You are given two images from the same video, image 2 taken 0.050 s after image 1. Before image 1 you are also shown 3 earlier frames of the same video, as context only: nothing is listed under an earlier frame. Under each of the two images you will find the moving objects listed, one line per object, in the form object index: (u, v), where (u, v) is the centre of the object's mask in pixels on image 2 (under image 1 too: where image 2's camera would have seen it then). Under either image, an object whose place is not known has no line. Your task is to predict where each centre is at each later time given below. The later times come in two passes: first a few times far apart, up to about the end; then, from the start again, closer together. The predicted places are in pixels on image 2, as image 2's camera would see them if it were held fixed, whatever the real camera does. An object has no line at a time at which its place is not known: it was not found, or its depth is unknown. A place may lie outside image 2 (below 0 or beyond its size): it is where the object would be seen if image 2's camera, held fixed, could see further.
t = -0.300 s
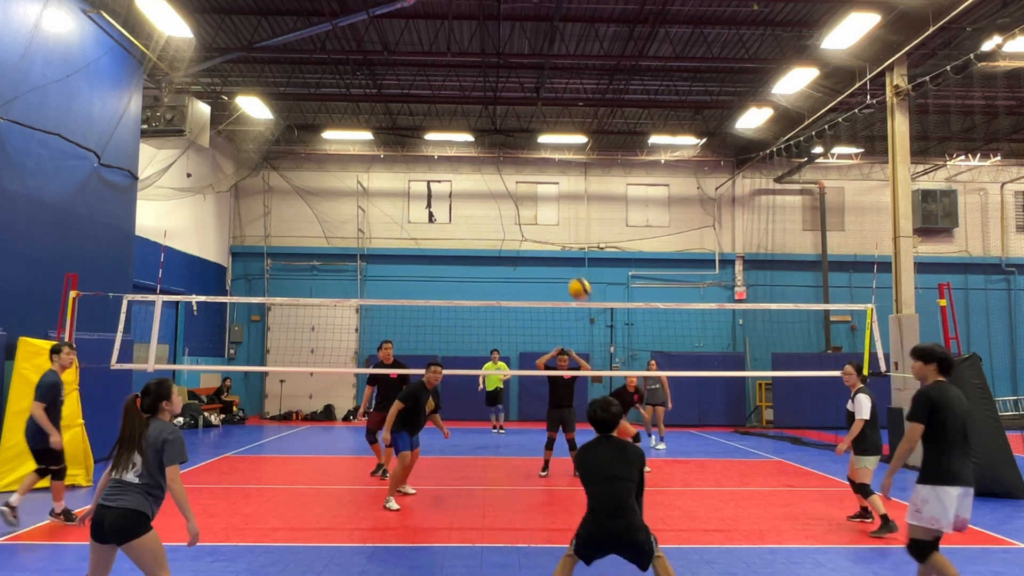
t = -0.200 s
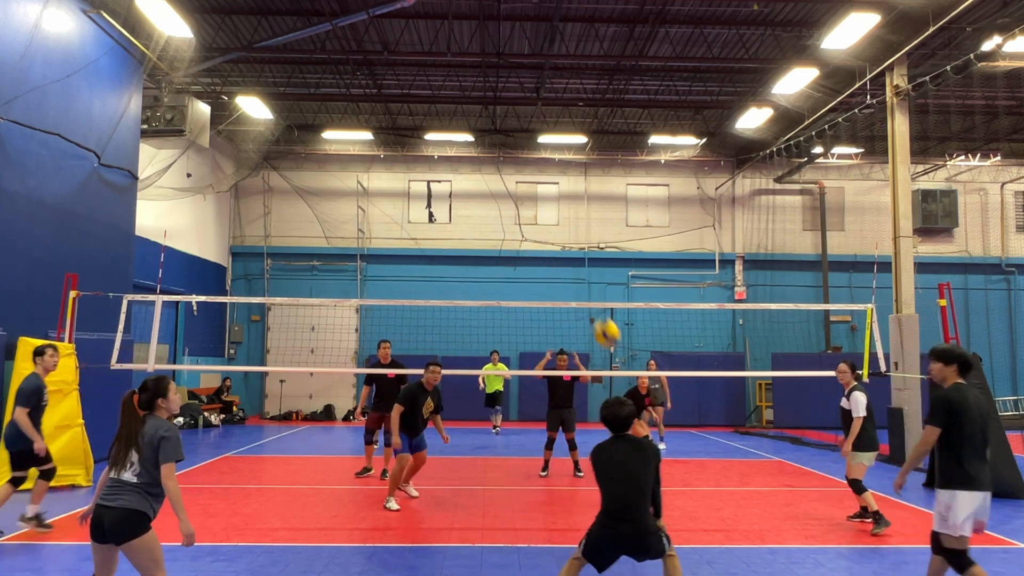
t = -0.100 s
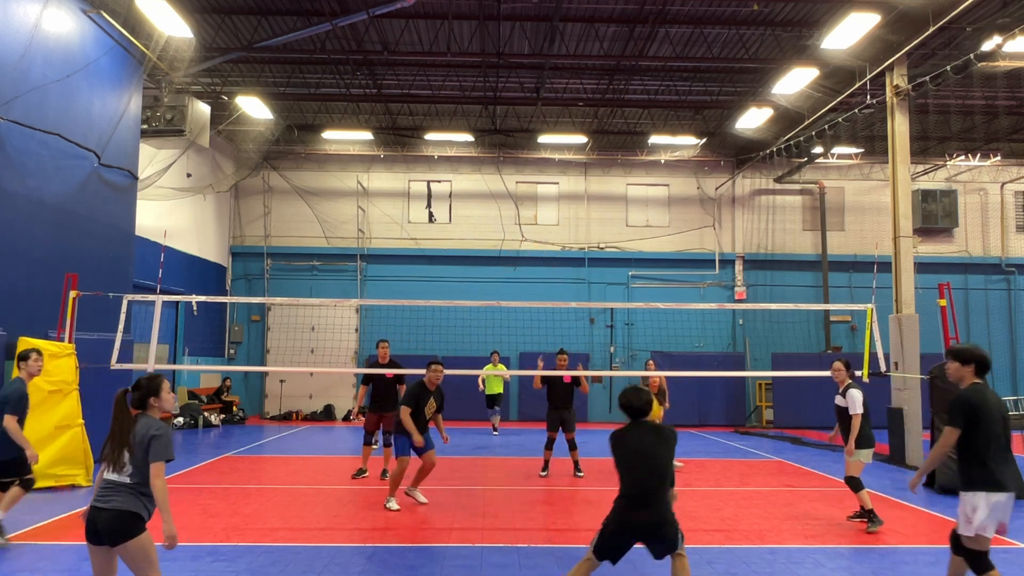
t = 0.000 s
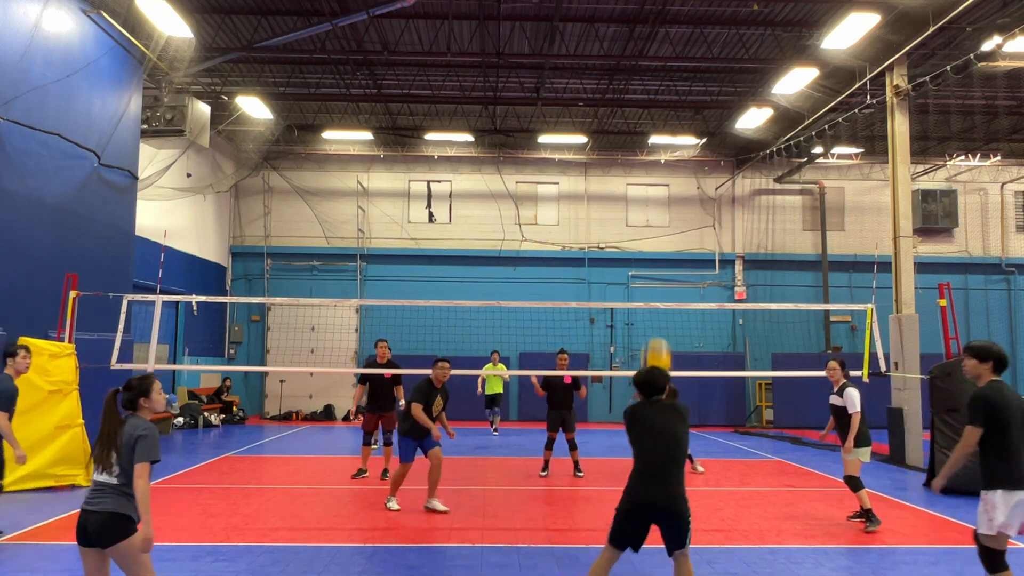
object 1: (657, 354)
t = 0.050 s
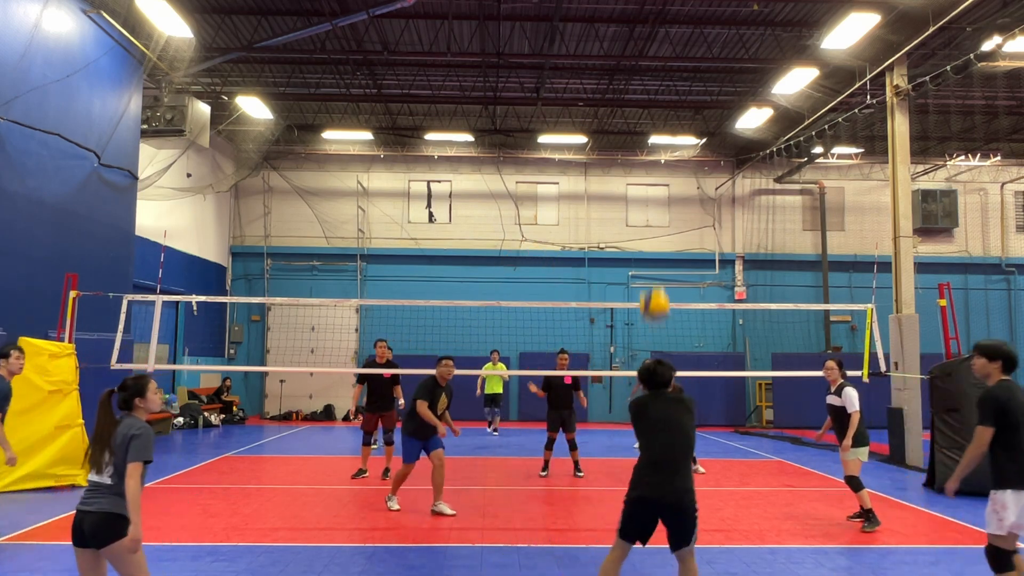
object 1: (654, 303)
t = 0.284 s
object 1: (644, 127)
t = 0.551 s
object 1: (638, 42)
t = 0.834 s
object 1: (633, 41)
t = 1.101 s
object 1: (629, 105)
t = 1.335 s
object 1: (625, 202)
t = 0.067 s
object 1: (653, 287)
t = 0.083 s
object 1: (653, 271)
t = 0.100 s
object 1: (652, 256)
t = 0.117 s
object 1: (651, 241)
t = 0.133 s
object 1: (651, 227)
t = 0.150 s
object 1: (650, 215)
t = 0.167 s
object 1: (649, 201)
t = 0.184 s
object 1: (648, 189)
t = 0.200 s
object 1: (648, 176)
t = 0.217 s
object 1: (647, 166)
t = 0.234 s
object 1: (646, 157)
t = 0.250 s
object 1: (645, 145)
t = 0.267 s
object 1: (645, 137)
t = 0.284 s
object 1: (644, 127)
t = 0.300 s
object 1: (644, 120)
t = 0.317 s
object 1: (644, 112)
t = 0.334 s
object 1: (644, 104)
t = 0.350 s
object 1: (643, 97)
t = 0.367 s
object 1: (643, 91)
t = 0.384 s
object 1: (642, 84)
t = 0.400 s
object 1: (642, 78)
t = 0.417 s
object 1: (642, 73)
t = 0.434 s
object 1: (641, 68)
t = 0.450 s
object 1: (641, 63)
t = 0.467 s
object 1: (640, 59)
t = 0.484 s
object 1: (640, 54)
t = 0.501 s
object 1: (640, 51)
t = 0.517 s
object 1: (639, 48)
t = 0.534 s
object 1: (639, 45)
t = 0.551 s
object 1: (638, 42)
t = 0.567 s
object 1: (638, 39)
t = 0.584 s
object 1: (638, 37)
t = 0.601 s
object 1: (638, 36)
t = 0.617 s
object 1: (637, 35)
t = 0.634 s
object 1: (637, 33)
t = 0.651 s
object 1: (636, 32)
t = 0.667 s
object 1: (636, 32)
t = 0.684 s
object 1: (636, 31)
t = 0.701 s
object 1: (636, 32)
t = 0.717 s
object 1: (635, 32)
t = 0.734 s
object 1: (635, 32)
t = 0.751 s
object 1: (634, 33)
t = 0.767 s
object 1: (634, 34)
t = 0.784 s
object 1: (634, 36)
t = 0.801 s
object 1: (634, 37)
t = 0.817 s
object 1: (633, 39)
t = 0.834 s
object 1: (633, 41)
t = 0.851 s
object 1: (633, 43)
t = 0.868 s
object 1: (633, 46)
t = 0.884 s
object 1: (632, 49)
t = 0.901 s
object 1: (632, 52)
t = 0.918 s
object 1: (632, 55)
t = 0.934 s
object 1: (631, 58)
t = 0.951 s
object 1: (631, 62)
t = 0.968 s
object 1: (631, 66)
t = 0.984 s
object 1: (631, 70)
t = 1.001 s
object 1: (630, 74)
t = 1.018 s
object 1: (630, 79)
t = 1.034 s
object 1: (630, 83)
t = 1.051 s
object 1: (630, 89)
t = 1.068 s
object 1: (629, 94)
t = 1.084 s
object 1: (629, 99)
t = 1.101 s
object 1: (629, 105)
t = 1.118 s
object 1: (629, 111)
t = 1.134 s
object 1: (629, 117)
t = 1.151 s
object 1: (628, 122)
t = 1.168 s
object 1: (628, 129)
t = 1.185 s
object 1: (628, 136)
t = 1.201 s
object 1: (628, 142)
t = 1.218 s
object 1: (628, 148)
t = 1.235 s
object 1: (627, 155)
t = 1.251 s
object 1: (627, 163)
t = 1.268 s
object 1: (626, 170)
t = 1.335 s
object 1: (625, 202)
